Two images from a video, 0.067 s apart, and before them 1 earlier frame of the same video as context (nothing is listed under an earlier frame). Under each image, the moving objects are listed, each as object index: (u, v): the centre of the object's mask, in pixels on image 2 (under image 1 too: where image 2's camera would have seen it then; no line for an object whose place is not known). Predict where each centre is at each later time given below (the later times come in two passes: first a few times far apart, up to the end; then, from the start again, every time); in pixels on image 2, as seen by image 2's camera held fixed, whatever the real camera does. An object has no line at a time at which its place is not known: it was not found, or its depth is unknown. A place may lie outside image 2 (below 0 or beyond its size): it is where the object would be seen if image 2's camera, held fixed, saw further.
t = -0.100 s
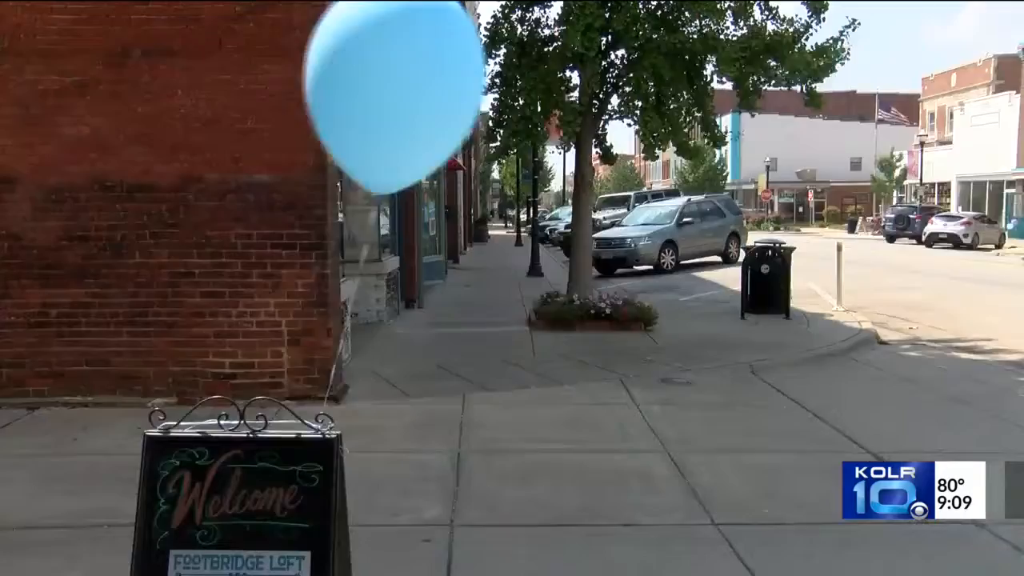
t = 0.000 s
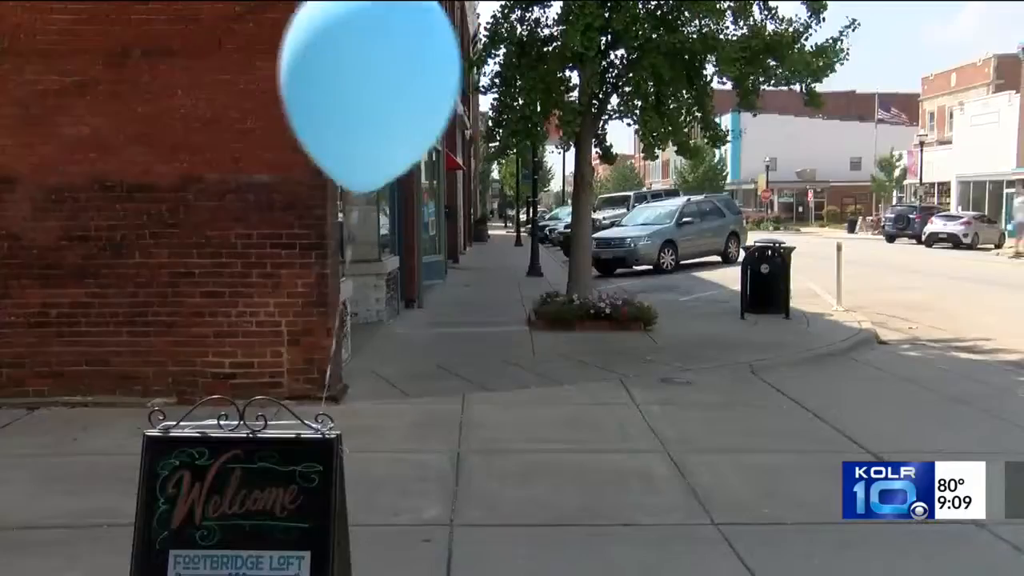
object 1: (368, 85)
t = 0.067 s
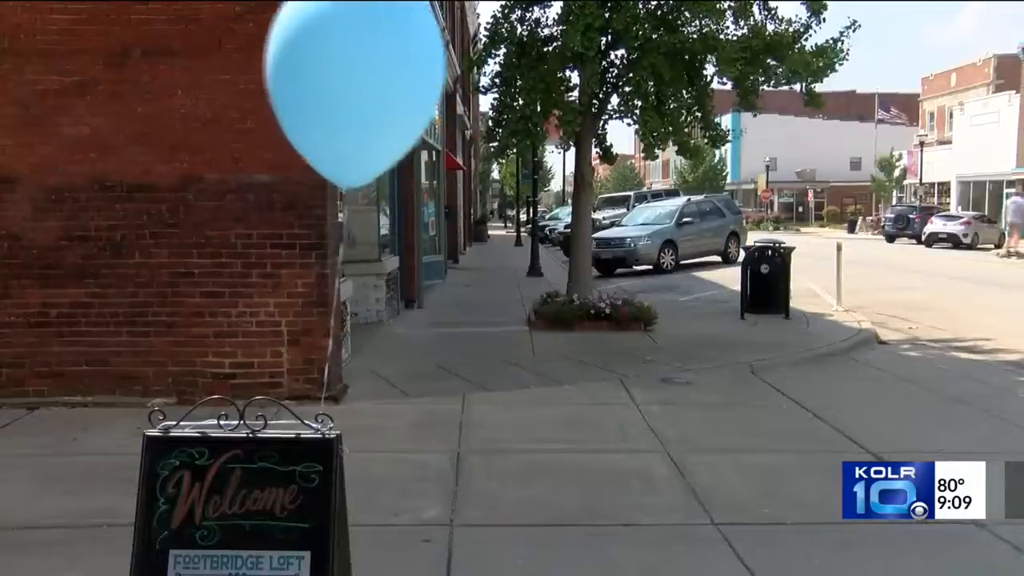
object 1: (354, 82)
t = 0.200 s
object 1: (335, 73)
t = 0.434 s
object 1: (331, 65)
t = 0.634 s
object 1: (346, 68)
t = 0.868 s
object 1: (376, 90)
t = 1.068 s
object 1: (394, 121)
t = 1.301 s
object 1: (377, 115)
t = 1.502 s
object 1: (345, 83)
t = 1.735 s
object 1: (384, 74)
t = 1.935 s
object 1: (449, 95)
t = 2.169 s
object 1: (474, 128)
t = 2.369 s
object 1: (450, 126)
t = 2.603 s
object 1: (412, 115)
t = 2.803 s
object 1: (429, 134)
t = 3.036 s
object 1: (462, 174)
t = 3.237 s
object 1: (453, 166)
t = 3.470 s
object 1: (438, 118)
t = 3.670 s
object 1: (458, 101)
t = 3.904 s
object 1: (509, 136)
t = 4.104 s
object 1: (541, 183)
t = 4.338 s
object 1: (504, 207)
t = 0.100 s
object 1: (347, 80)
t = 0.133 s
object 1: (343, 78)
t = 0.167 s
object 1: (338, 75)
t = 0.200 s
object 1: (335, 73)
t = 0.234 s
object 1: (332, 71)
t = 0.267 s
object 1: (330, 69)
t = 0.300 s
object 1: (329, 67)
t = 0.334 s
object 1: (328, 66)
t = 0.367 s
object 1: (329, 65)
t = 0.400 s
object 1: (330, 65)
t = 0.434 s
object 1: (331, 65)
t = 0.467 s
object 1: (332, 65)
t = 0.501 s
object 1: (334, 66)
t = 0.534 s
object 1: (336, 66)
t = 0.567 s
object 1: (339, 67)
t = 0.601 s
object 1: (342, 67)
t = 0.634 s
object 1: (346, 68)
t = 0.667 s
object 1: (350, 70)
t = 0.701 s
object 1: (354, 72)
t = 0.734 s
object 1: (359, 74)
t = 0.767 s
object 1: (363, 77)
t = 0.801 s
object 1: (368, 81)
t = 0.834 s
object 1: (372, 85)
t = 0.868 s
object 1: (376, 90)
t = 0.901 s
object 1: (380, 95)
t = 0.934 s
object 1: (383, 100)
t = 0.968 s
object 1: (387, 105)
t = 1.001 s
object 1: (390, 111)
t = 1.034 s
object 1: (392, 117)
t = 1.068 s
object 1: (394, 121)
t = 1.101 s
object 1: (394, 125)
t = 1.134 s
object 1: (394, 127)
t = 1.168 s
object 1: (393, 128)
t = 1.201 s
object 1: (390, 127)
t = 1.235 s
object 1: (387, 125)
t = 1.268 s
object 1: (382, 121)
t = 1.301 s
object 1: (377, 115)
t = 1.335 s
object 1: (371, 108)
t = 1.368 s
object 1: (365, 101)
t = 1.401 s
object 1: (358, 95)
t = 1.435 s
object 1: (352, 90)
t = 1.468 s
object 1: (348, 86)
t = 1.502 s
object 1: (345, 83)
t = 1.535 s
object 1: (344, 81)
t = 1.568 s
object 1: (345, 78)
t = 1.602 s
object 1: (348, 77)
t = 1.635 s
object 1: (355, 75)
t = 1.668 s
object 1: (363, 74)
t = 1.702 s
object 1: (373, 73)
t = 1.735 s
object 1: (384, 74)
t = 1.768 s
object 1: (395, 76)
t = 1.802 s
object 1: (407, 78)
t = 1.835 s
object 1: (419, 82)
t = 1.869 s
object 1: (430, 86)
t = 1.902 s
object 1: (440, 91)
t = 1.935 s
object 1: (449, 95)
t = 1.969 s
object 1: (456, 101)
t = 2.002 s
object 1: (462, 107)
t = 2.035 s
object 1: (467, 113)
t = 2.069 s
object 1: (471, 118)
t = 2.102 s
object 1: (473, 122)
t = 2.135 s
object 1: (474, 125)
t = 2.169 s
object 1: (474, 128)
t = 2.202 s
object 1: (473, 130)
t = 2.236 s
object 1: (471, 130)
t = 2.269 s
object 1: (467, 130)
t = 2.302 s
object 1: (462, 130)
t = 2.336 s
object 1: (456, 128)
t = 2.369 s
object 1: (450, 126)
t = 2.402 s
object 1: (443, 124)
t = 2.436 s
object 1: (437, 121)
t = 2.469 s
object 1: (430, 119)
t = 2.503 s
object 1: (423, 117)
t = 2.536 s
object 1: (418, 116)
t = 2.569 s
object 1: (415, 115)
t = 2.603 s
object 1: (412, 115)
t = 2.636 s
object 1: (411, 116)
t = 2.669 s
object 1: (412, 118)
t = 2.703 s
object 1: (414, 121)
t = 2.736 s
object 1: (418, 125)
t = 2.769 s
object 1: (423, 129)
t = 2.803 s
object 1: (429, 134)
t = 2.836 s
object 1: (435, 140)
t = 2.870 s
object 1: (442, 146)
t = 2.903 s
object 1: (448, 153)
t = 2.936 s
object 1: (454, 160)
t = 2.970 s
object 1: (459, 165)
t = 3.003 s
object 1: (461, 170)
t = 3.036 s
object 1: (462, 174)
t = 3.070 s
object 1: (462, 177)
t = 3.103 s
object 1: (462, 178)
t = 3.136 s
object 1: (460, 178)
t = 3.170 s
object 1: (458, 176)
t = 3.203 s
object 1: (455, 172)
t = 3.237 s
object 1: (453, 166)
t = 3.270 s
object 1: (450, 160)
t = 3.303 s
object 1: (448, 152)
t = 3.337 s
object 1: (445, 145)
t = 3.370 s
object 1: (442, 138)
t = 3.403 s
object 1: (440, 131)
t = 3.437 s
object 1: (439, 124)
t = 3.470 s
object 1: (438, 118)
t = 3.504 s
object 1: (439, 112)
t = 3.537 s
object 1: (440, 108)
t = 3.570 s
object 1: (443, 104)
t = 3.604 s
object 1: (448, 102)
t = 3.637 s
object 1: (453, 101)
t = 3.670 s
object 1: (458, 101)
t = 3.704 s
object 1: (464, 102)
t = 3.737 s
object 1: (471, 106)
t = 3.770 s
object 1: (477, 110)
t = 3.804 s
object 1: (484, 116)
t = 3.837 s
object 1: (492, 122)
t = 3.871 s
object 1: (501, 129)
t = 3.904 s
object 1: (509, 136)
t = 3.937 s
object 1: (516, 143)
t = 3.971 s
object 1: (523, 152)
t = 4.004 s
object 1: (529, 160)
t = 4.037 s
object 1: (534, 168)
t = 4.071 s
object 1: (538, 176)
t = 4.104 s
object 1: (541, 183)
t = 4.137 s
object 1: (542, 190)
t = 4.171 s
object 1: (541, 197)
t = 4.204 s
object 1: (537, 202)
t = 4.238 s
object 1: (532, 206)
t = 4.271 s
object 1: (524, 207)
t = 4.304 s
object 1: (515, 208)
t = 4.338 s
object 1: (504, 207)
